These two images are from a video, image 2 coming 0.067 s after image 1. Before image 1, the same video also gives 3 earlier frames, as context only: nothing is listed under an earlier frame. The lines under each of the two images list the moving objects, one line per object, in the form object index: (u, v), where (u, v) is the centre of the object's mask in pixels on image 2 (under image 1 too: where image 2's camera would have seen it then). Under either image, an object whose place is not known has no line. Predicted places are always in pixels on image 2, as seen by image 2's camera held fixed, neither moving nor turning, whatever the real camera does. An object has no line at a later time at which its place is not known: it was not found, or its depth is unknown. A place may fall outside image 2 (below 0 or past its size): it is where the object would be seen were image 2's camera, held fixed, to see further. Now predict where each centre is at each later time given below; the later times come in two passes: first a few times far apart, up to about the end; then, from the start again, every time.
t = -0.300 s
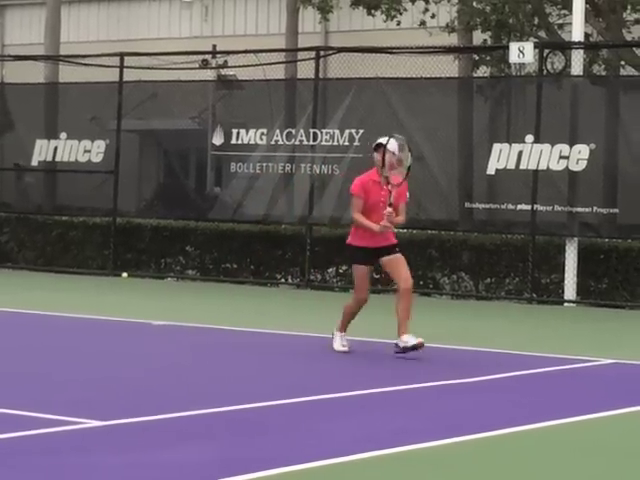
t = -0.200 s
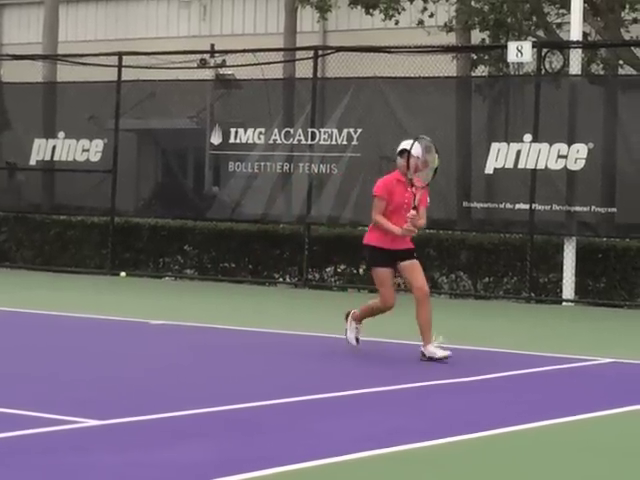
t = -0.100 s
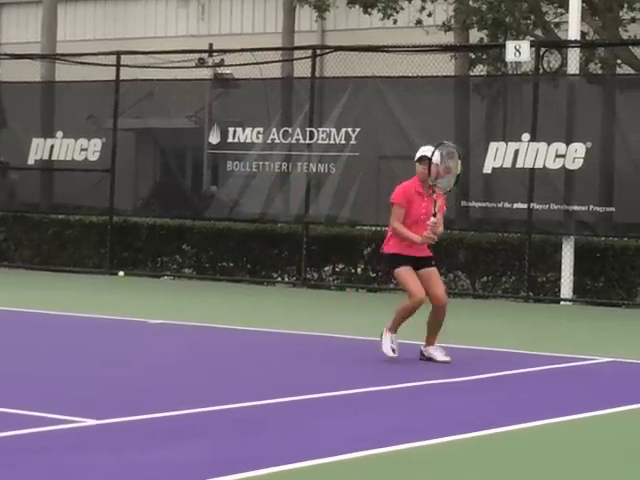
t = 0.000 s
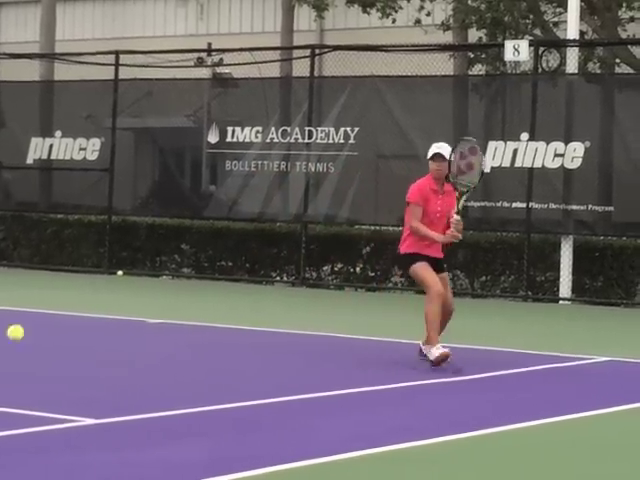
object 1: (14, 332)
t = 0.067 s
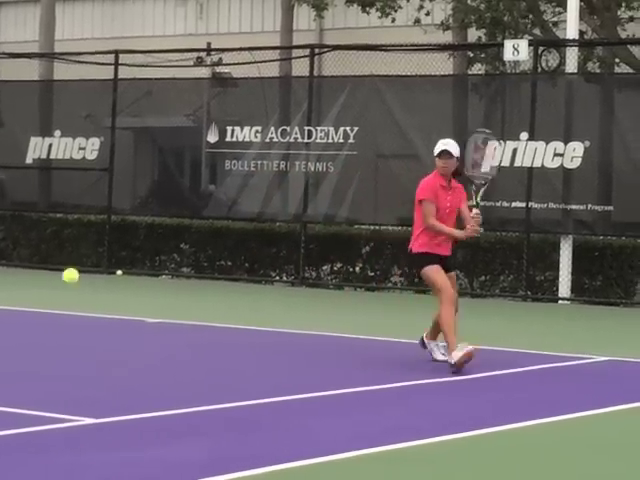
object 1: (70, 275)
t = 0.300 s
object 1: (254, 162)
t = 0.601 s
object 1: (462, 182)
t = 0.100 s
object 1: (97, 251)
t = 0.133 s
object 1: (125, 230)
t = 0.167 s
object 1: (151, 211)
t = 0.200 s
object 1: (177, 195)
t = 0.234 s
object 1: (203, 182)
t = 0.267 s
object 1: (228, 170)
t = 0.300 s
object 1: (254, 162)
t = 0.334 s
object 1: (278, 154)
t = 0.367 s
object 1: (303, 150)
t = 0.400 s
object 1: (326, 147)
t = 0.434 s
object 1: (350, 148)
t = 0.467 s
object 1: (373, 150)
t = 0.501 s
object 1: (396, 155)
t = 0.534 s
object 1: (419, 162)
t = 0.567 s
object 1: (441, 171)
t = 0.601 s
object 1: (462, 182)
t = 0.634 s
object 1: (484, 195)
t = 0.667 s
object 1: (505, 210)
